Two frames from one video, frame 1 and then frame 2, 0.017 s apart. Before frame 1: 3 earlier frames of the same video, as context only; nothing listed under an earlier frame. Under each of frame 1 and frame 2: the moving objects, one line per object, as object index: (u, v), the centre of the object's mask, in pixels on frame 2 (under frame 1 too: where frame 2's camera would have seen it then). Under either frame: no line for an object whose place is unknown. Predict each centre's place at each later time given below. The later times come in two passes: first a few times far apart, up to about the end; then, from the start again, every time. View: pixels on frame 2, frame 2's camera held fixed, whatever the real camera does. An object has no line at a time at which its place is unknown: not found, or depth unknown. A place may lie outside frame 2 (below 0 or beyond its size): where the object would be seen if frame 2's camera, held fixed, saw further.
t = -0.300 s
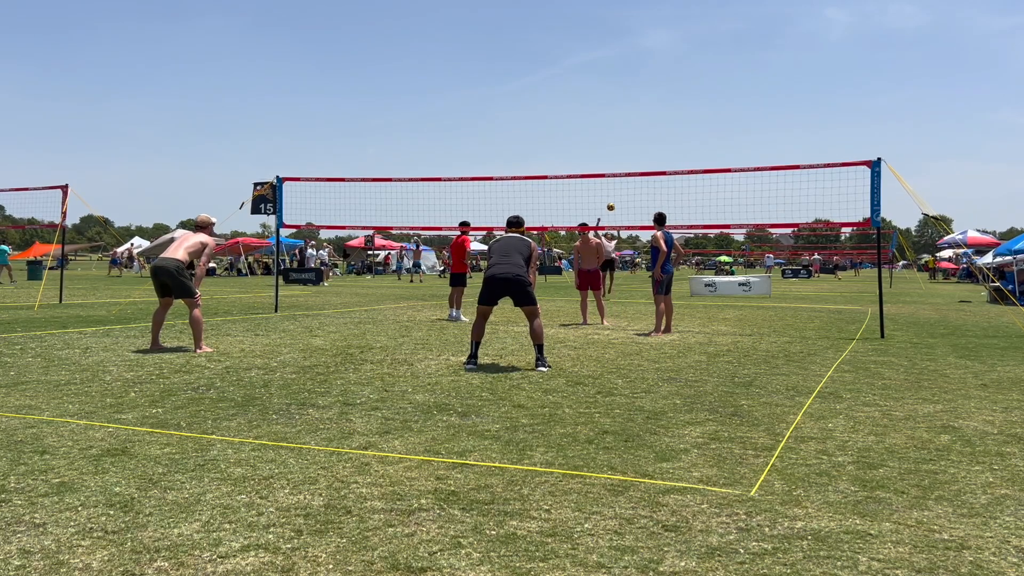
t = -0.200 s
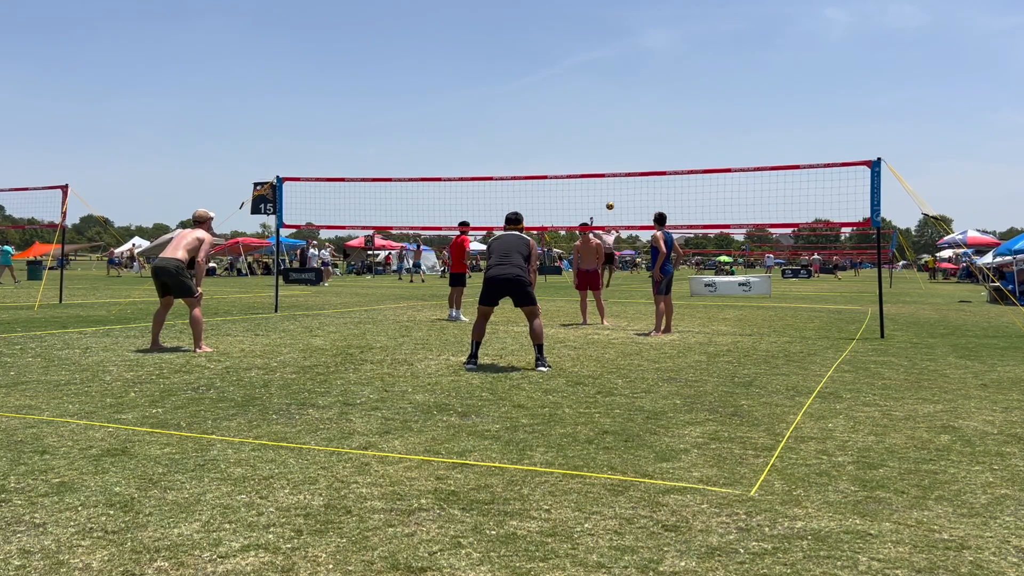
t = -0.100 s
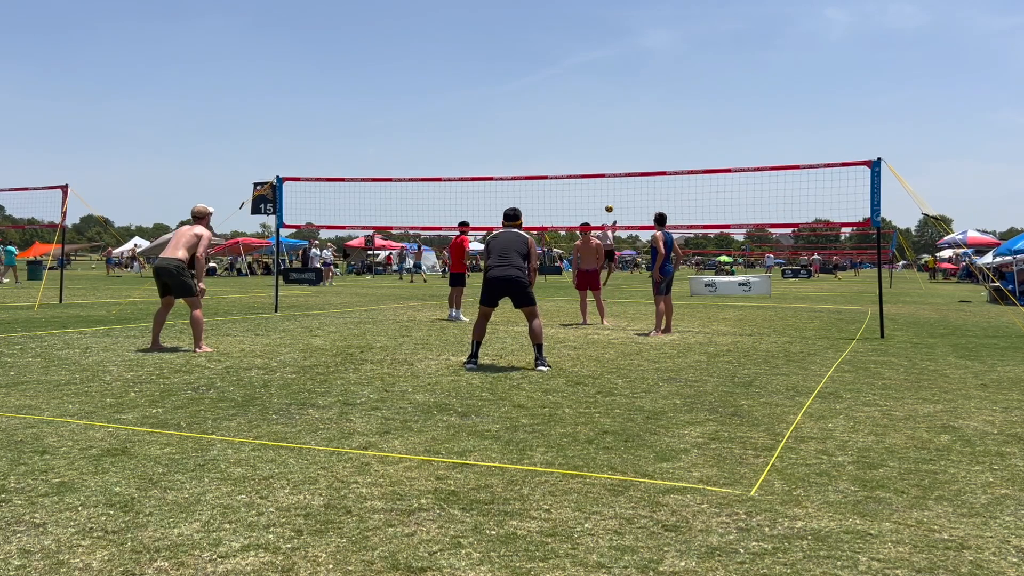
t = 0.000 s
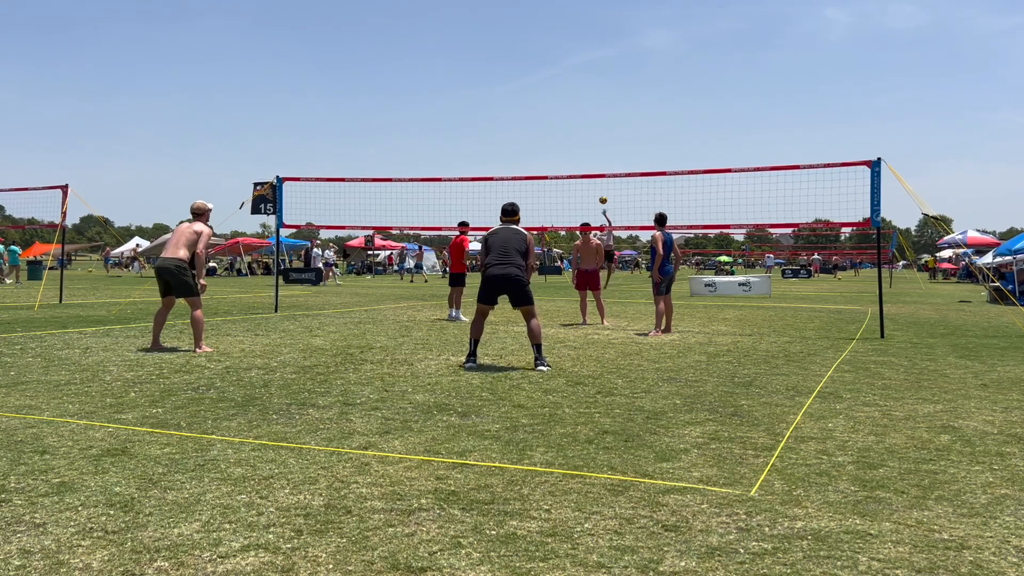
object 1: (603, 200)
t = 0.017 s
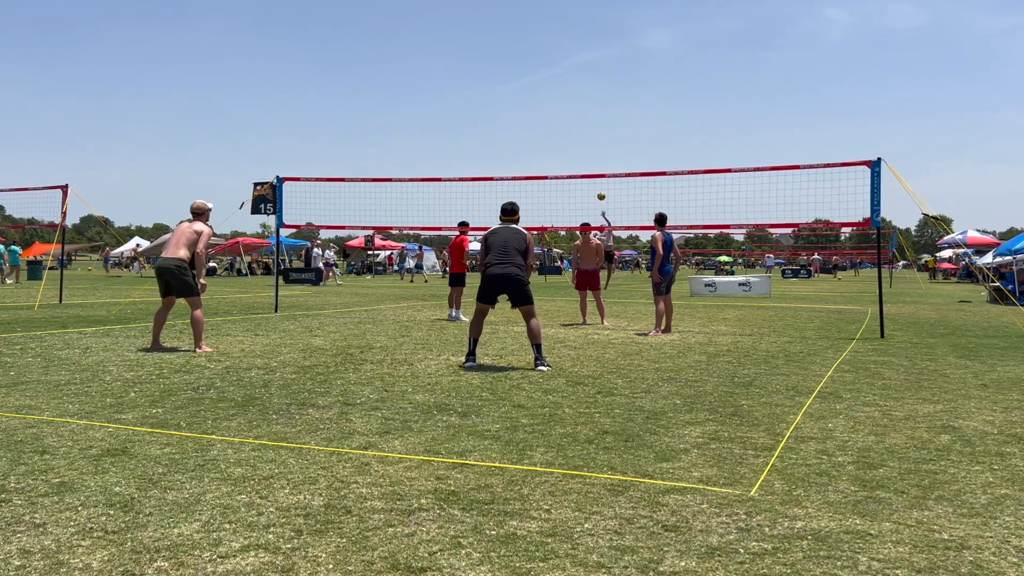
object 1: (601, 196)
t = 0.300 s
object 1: (565, 143)
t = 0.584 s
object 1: (518, 116)
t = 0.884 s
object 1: (449, 127)
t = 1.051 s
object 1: (402, 160)
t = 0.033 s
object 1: (599, 192)
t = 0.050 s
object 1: (598, 189)
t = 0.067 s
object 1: (596, 185)
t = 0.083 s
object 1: (594, 183)
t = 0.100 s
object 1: (592, 181)
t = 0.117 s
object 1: (590, 175)
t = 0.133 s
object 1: (587, 171)
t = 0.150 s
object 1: (585, 169)
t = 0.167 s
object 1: (583, 165)
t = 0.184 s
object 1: (581, 162)
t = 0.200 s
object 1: (579, 160)
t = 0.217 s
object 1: (577, 157)
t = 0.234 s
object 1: (575, 154)
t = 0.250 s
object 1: (572, 151)
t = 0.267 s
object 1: (570, 148)
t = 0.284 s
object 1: (568, 146)
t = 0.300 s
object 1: (565, 143)
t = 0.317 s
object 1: (563, 141)
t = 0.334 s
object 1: (561, 139)
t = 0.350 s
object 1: (558, 136)
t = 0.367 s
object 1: (555, 134)
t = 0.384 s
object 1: (553, 132)
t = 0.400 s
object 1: (550, 130)
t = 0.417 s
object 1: (547, 128)
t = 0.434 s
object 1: (545, 126)
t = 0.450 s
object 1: (542, 125)
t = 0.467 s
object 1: (539, 123)
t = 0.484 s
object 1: (536, 122)
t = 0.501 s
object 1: (533, 120)
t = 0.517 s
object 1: (530, 119)
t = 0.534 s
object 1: (527, 118)
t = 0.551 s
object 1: (524, 117)
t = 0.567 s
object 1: (520, 116)
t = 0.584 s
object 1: (518, 116)
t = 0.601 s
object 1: (514, 115)
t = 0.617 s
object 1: (511, 114)
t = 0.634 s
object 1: (507, 114)
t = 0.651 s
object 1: (504, 114)
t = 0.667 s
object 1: (500, 114)
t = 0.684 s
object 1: (497, 114)
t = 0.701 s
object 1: (493, 114)
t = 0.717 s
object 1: (489, 115)
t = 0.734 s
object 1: (486, 115)
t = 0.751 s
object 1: (482, 116)
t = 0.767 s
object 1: (478, 117)
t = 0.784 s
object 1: (474, 118)
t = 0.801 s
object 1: (470, 119)
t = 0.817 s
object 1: (466, 120)
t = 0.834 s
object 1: (462, 122)
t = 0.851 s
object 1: (458, 123)
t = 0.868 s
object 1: (454, 125)
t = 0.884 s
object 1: (449, 127)
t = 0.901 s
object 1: (445, 130)
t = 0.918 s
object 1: (441, 132)
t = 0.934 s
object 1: (436, 135)
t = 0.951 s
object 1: (432, 138)
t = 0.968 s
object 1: (427, 141)
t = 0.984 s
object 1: (422, 144)
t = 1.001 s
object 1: (418, 148)
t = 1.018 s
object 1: (413, 152)
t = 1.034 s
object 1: (408, 156)
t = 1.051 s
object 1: (402, 160)
